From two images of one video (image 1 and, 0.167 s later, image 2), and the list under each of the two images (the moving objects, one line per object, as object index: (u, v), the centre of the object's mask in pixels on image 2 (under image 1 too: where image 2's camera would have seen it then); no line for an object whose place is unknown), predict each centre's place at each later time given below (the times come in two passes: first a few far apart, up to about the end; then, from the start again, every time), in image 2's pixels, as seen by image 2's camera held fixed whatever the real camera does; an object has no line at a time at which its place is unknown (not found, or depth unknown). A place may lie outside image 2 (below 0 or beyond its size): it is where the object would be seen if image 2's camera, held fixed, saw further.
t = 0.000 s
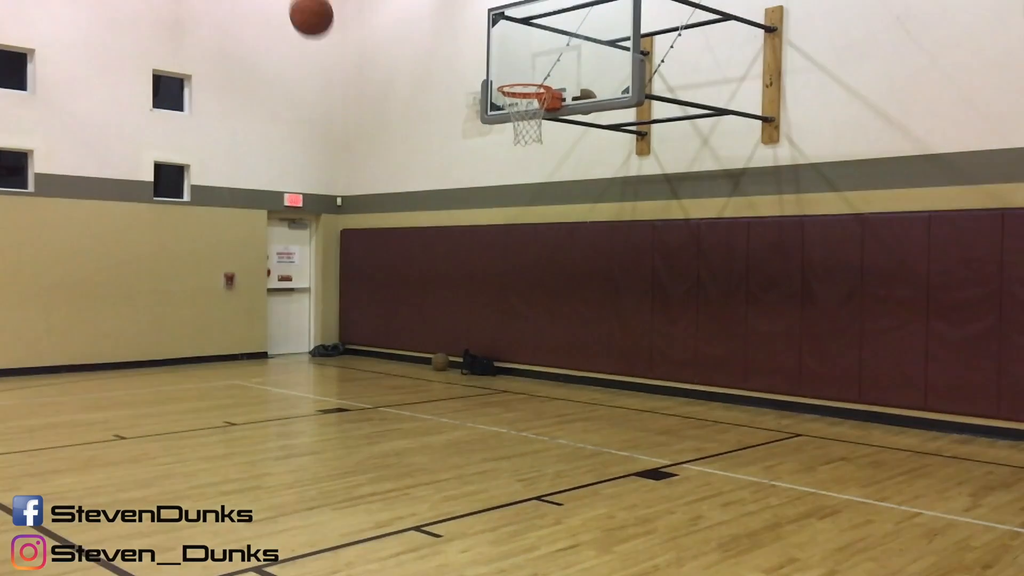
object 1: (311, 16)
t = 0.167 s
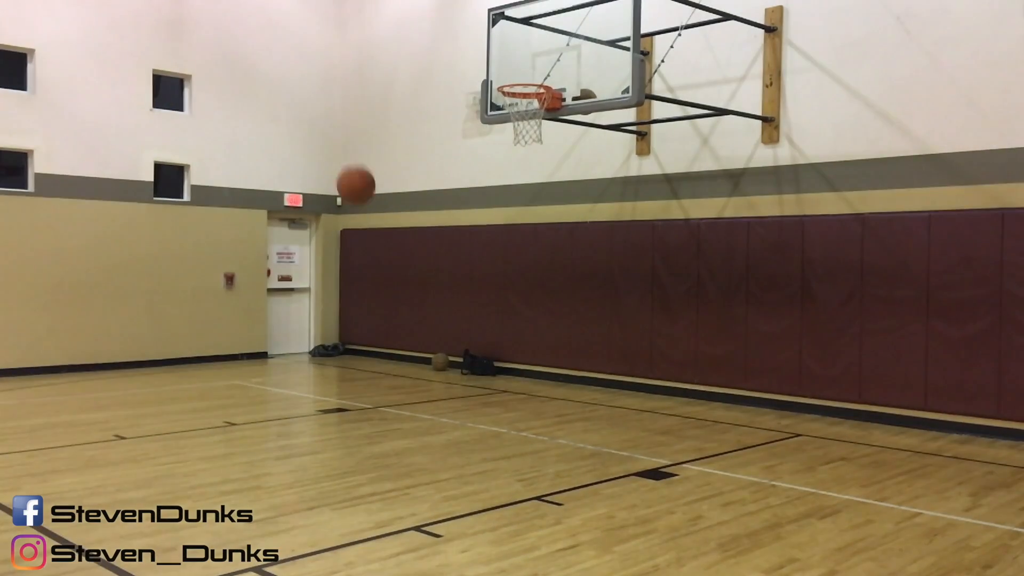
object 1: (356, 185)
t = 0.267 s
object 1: (377, 289)
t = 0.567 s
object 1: (418, 334)
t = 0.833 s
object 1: (434, 200)
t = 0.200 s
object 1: (363, 219)
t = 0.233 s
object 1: (371, 254)
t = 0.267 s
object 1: (377, 289)
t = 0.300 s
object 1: (384, 324)
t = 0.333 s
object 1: (392, 360)
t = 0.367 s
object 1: (398, 397)
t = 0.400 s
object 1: (404, 433)
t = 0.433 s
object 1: (409, 442)
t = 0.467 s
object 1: (411, 412)
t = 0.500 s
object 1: (413, 384)
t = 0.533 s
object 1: (416, 358)
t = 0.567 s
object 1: (418, 334)
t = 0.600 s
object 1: (419, 311)
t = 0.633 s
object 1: (422, 290)
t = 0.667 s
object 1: (424, 271)
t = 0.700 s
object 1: (426, 254)
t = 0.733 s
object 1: (427, 237)
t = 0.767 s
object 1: (430, 224)
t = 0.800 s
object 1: (432, 211)
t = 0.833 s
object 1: (434, 200)
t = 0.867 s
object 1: (436, 190)
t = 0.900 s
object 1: (438, 182)
